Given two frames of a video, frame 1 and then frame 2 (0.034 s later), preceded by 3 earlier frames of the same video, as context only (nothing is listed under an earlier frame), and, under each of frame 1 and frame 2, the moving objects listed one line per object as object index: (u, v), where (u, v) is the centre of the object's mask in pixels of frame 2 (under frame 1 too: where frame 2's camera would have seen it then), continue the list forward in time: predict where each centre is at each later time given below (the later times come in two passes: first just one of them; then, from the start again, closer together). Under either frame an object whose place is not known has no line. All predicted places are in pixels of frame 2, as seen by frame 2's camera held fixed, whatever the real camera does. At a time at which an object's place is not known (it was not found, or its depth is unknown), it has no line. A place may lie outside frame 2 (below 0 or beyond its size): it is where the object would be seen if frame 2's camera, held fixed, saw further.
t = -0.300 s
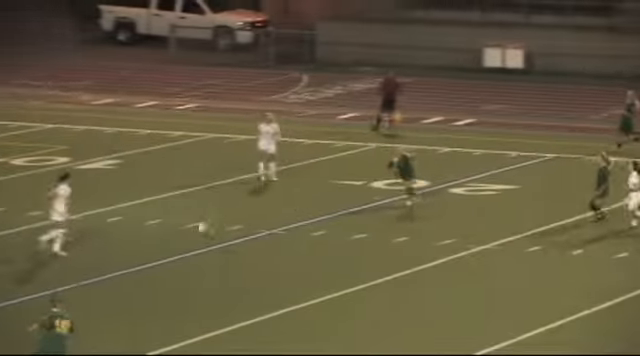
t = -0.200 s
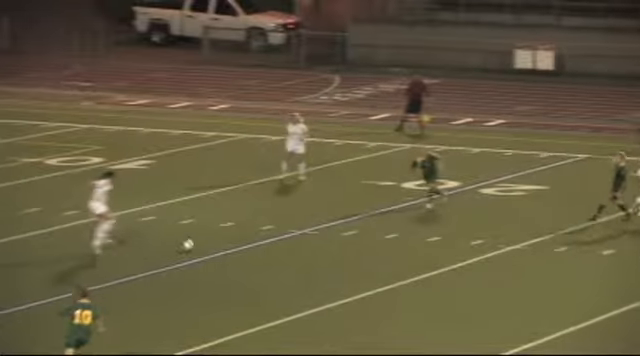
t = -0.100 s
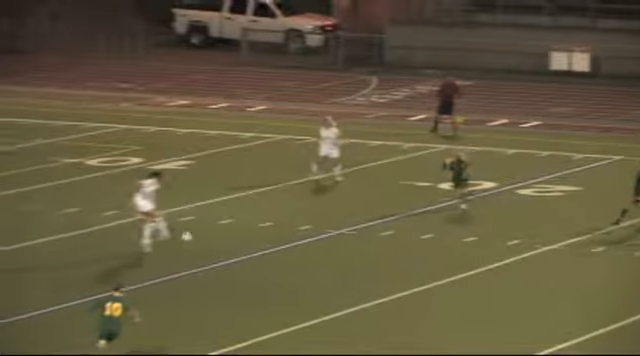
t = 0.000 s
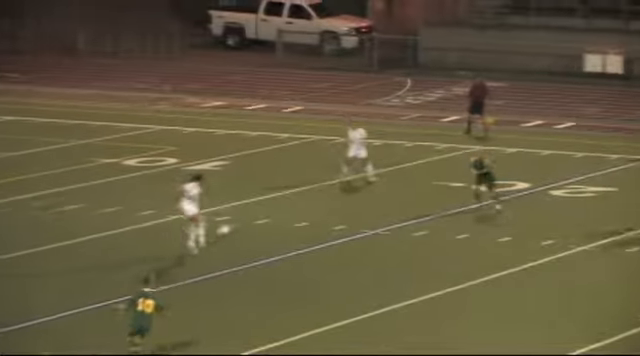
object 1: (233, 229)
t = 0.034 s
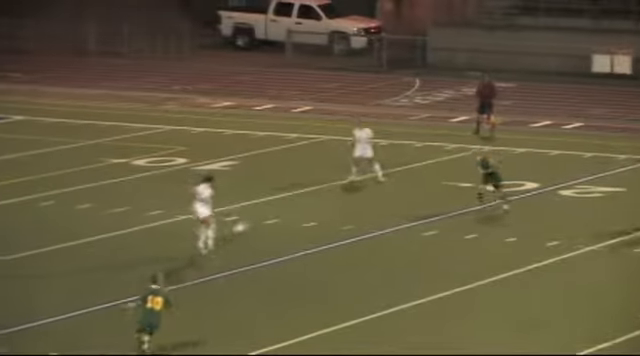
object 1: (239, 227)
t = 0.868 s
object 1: (381, 268)
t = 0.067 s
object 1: (247, 225)
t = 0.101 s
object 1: (253, 225)
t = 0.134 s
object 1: (259, 225)
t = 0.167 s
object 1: (265, 226)
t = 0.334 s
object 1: (297, 236)
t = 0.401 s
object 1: (309, 243)
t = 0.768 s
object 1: (366, 266)
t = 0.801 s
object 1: (371, 266)
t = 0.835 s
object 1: (376, 266)
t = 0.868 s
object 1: (381, 268)
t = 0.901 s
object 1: (385, 270)
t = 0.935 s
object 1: (390, 273)
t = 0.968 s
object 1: (393, 276)
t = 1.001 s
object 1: (397, 280)
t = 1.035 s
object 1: (402, 284)
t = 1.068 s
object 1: (406, 289)
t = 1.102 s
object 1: (409, 294)
